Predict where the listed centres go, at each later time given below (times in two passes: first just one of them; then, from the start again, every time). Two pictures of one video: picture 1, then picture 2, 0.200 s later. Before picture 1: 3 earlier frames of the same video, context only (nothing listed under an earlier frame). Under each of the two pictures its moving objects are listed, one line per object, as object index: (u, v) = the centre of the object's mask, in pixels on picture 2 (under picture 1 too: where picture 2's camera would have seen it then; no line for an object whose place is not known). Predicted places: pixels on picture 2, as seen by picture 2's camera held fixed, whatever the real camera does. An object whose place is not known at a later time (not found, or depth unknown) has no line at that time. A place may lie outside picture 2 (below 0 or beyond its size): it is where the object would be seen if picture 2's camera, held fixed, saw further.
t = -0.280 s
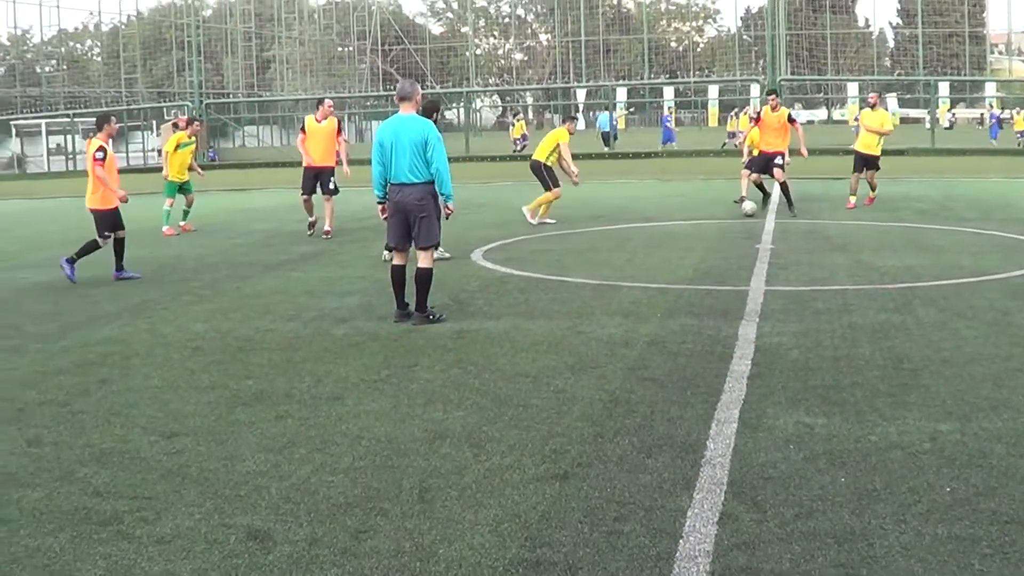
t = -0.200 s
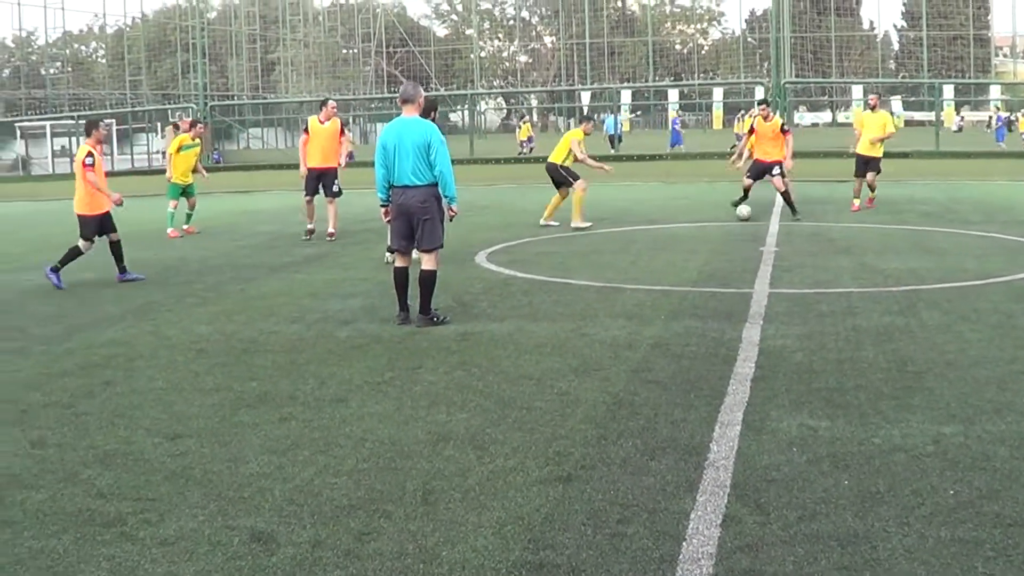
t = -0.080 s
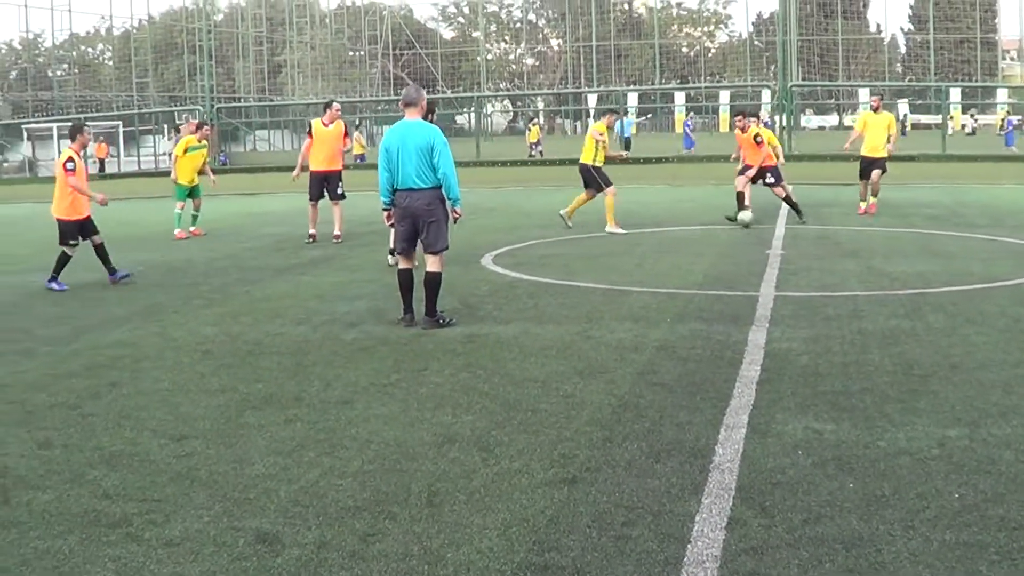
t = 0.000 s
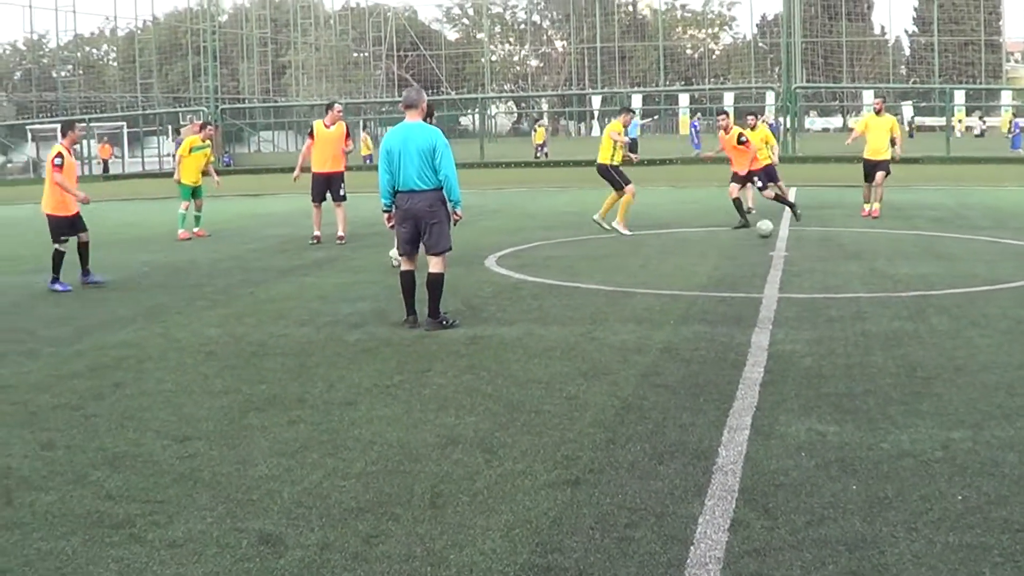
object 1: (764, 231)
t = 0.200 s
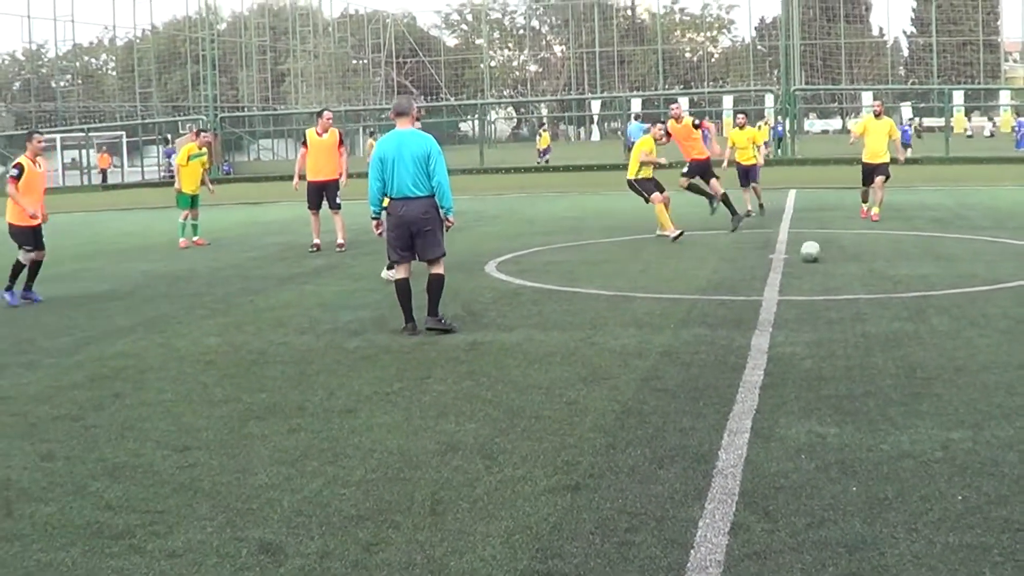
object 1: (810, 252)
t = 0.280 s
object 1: (831, 255)
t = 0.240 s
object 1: (820, 253)
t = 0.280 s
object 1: (831, 255)
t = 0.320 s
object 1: (842, 260)
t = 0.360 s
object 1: (854, 267)
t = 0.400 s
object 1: (867, 277)
